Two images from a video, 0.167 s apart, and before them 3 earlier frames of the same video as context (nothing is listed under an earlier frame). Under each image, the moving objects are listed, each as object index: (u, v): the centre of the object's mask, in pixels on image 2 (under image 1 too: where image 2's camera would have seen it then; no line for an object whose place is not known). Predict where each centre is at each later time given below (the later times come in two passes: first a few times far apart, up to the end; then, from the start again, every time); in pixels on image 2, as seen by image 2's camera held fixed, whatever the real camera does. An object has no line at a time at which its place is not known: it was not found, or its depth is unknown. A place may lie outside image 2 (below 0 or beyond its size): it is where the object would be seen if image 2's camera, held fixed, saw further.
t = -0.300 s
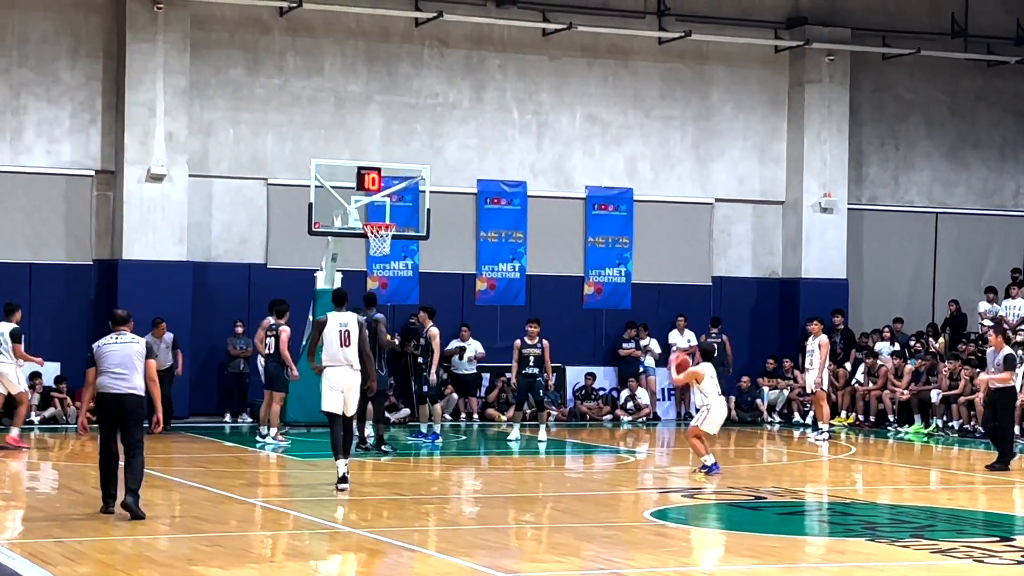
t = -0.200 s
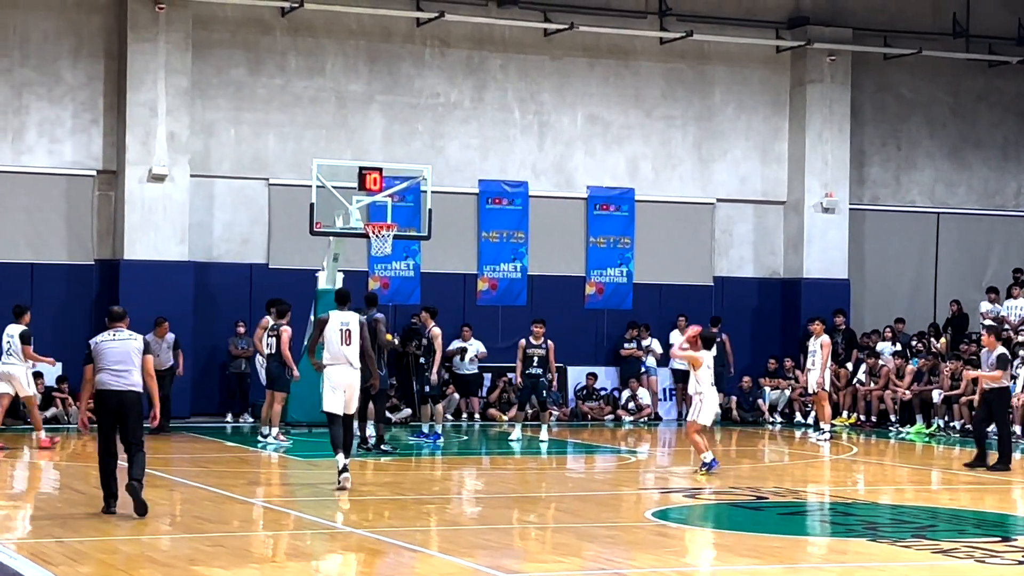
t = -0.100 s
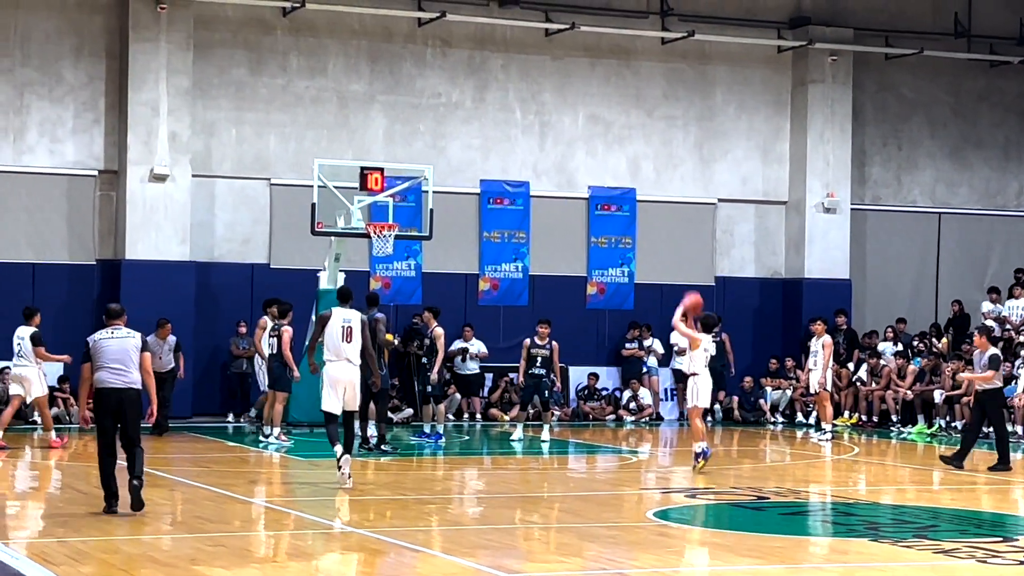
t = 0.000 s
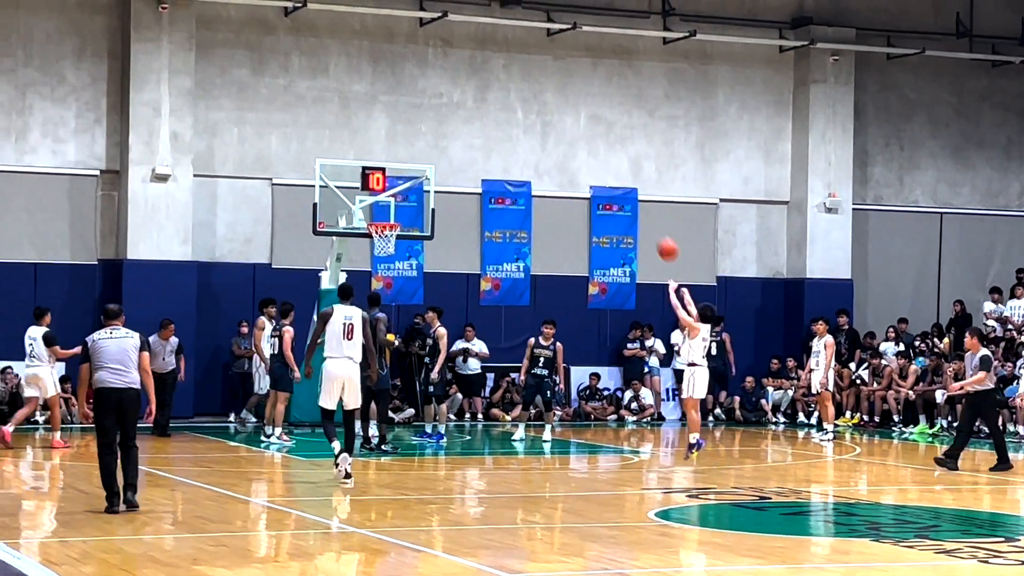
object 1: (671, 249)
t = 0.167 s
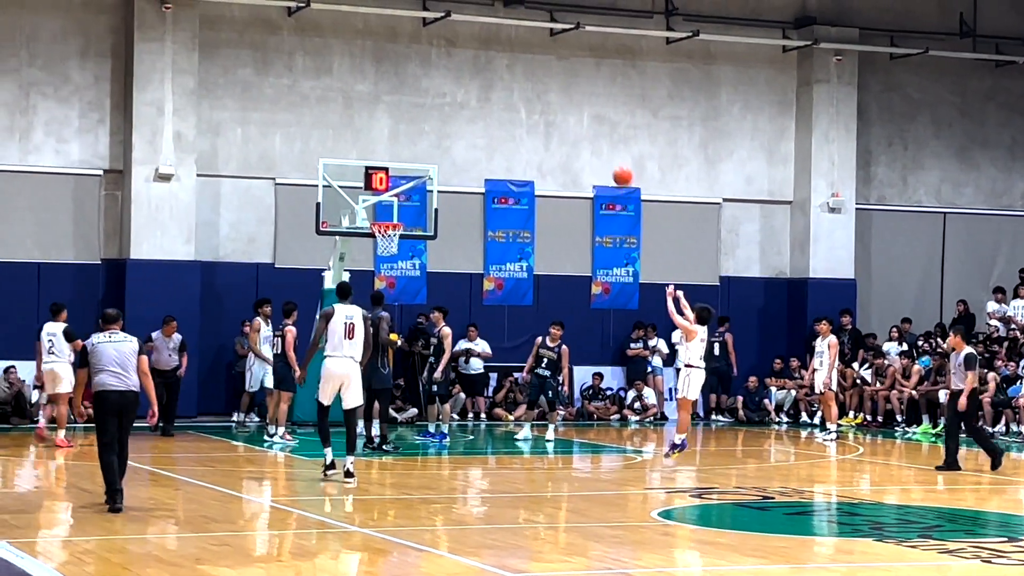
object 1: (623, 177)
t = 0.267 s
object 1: (596, 146)
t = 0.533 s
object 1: (530, 104)
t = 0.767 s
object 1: (474, 113)
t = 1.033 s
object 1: (417, 167)
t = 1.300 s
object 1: (374, 191)
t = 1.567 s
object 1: (350, 160)
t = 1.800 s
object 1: (329, 173)
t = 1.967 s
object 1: (312, 207)
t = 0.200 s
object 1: (614, 165)
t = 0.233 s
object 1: (605, 155)
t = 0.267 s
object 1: (596, 146)
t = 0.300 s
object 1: (588, 137)
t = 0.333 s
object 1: (580, 130)
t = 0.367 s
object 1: (571, 123)
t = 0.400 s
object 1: (563, 118)
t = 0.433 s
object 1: (553, 113)
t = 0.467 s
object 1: (545, 109)
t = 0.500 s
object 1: (537, 106)
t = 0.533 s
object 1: (530, 104)
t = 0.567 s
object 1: (521, 103)
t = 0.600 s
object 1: (513, 103)
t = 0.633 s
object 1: (505, 103)
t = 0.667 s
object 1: (497, 104)
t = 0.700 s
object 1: (490, 106)
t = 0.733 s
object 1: (482, 109)
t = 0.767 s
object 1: (474, 113)
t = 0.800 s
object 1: (467, 117)
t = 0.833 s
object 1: (460, 122)
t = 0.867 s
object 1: (452, 128)
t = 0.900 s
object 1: (445, 134)
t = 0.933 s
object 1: (438, 141)
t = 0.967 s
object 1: (431, 149)
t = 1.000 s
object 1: (424, 157)
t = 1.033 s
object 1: (417, 167)
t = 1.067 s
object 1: (411, 176)
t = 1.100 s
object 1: (404, 187)
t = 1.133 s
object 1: (397, 199)
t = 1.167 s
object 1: (389, 210)
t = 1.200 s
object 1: (385, 211)
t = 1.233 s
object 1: (382, 204)
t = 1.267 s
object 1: (379, 196)
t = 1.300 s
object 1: (374, 191)
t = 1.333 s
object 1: (372, 182)
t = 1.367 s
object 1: (369, 176)
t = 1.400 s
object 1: (366, 172)
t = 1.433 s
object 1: (363, 169)
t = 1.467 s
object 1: (360, 165)
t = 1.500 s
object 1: (357, 162)
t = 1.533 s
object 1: (354, 161)
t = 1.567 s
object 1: (350, 160)
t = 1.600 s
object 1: (347, 159)
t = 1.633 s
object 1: (344, 160)
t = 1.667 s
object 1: (341, 161)
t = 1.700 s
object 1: (338, 163)
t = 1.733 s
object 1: (335, 166)
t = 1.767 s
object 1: (332, 170)
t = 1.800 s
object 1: (329, 173)
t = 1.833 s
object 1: (326, 179)
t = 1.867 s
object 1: (322, 185)
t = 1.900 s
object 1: (319, 191)
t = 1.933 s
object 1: (315, 198)
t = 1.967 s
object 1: (312, 207)
